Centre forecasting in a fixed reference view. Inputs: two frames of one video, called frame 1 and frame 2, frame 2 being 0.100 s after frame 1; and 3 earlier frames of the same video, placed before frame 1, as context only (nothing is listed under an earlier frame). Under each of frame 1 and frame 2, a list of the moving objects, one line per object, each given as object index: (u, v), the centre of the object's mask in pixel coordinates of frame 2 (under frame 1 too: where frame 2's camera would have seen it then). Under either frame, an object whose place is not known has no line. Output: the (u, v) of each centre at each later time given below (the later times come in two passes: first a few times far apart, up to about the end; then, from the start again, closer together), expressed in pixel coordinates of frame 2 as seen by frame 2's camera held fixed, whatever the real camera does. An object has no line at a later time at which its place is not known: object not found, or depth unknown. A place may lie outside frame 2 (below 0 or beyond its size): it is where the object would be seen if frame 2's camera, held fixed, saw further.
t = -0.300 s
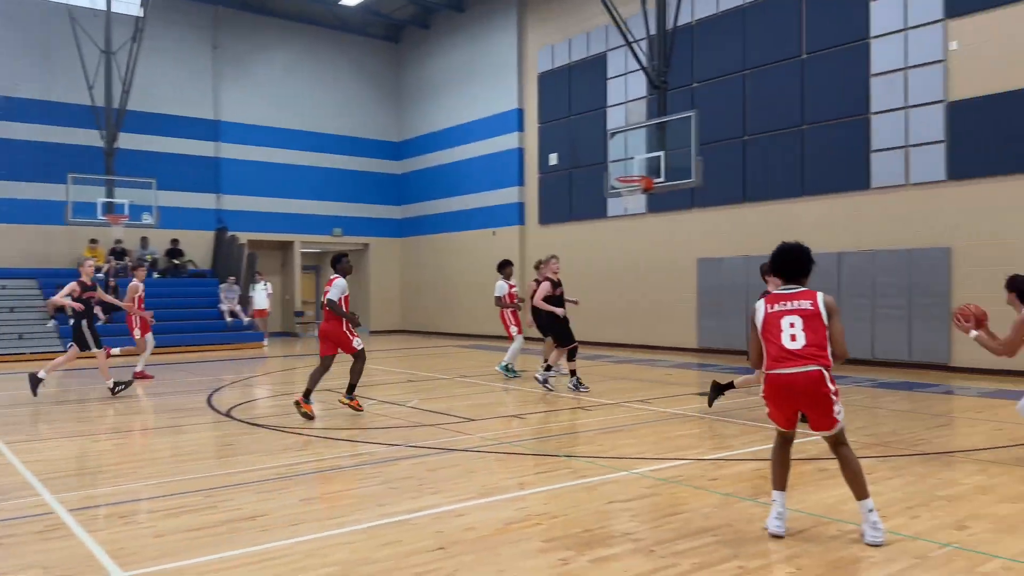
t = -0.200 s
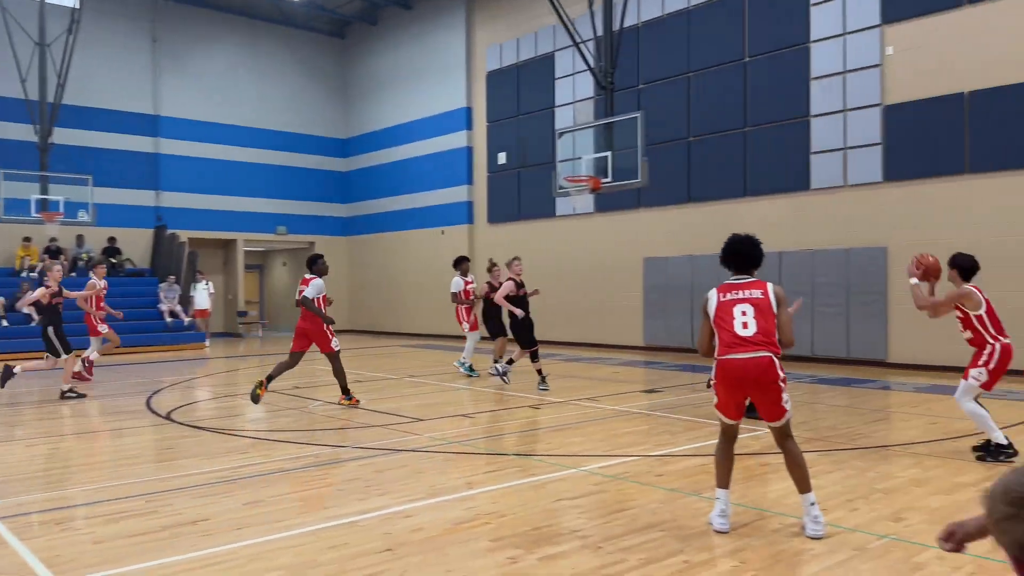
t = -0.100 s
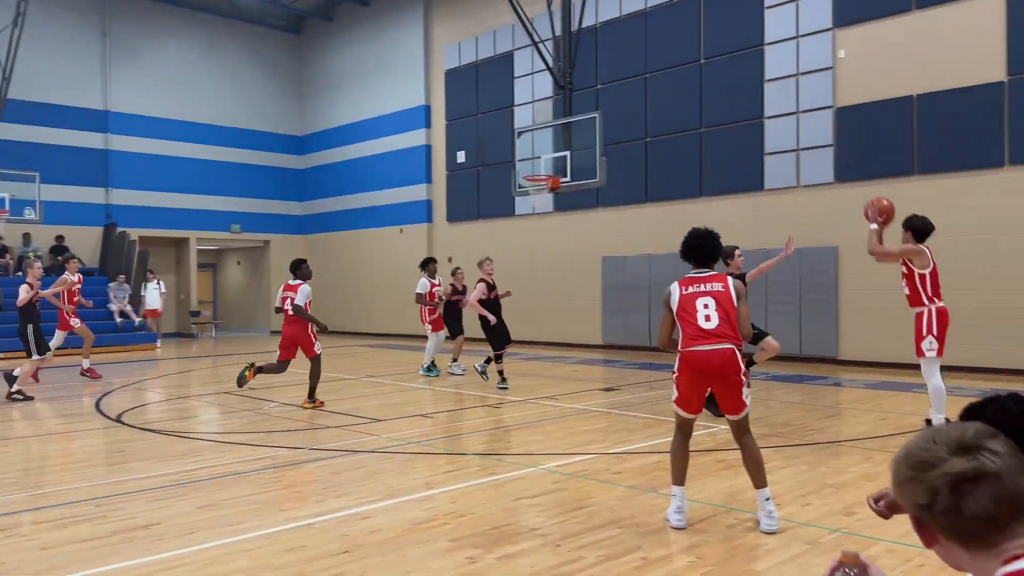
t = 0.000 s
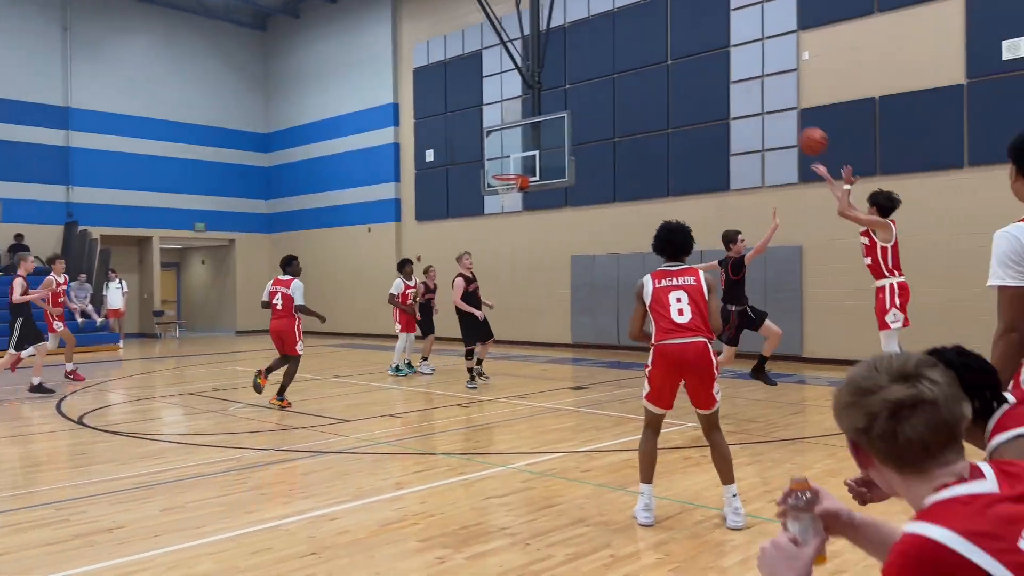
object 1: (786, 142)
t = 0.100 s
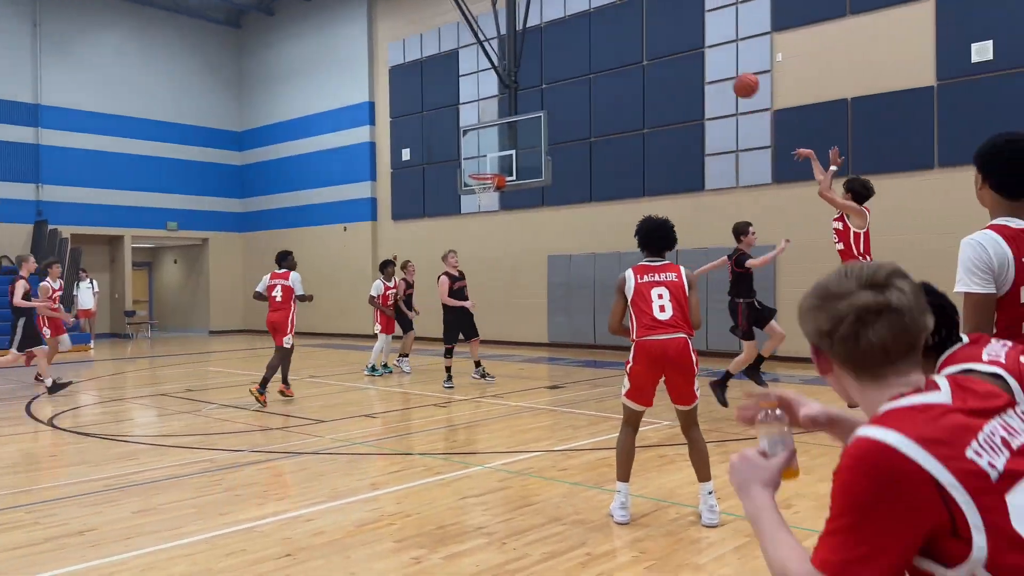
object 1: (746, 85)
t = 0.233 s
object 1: (699, 33)
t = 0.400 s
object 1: (649, 4)
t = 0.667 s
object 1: (585, 3)
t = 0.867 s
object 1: (547, 33)
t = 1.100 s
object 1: (510, 102)
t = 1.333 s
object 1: (483, 188)
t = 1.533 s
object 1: (469, 215)
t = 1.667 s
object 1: (461, 245)
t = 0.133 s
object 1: (734, 70)
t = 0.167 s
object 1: (721, 56)
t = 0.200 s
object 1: (710, 44)
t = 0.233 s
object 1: (699, 33)
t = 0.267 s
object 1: (688, 24)
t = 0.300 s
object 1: (678, 16)
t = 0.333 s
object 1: (668, 9)
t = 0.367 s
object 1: (658, 6)
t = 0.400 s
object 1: (649, 4)
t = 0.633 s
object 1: (591, 3)
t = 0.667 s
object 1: (585, 3)
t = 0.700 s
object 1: (579, 4)
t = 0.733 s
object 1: (572, 8)
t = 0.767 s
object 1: (565, 13)
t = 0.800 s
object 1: (559, 20)
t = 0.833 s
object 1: (552, 27)
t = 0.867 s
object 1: (547, 33)
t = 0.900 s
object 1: (541, 42)
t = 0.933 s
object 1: (535, 50)
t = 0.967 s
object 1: (530, 60)
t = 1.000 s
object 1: (525, 69)
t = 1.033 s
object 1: (520, 80)
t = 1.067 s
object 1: (515, 91)
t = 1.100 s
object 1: (510, 102)
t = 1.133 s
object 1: (506, 113)
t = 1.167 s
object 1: (501, 125)
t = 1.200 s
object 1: (497, 138)
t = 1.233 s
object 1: (493, 151)
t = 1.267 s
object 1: (489, 165)
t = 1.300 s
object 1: (485, 178)
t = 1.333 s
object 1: (483, 188)
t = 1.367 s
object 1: (479, 194)
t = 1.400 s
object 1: (477, 196)
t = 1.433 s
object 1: (475, 200)
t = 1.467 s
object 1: (473, 204)
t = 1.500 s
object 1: (471, 210)
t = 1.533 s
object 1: (469, 215)
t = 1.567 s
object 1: (467, 221)
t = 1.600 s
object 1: (465, 229)
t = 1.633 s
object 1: (462, 237)
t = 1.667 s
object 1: (461, 245)
